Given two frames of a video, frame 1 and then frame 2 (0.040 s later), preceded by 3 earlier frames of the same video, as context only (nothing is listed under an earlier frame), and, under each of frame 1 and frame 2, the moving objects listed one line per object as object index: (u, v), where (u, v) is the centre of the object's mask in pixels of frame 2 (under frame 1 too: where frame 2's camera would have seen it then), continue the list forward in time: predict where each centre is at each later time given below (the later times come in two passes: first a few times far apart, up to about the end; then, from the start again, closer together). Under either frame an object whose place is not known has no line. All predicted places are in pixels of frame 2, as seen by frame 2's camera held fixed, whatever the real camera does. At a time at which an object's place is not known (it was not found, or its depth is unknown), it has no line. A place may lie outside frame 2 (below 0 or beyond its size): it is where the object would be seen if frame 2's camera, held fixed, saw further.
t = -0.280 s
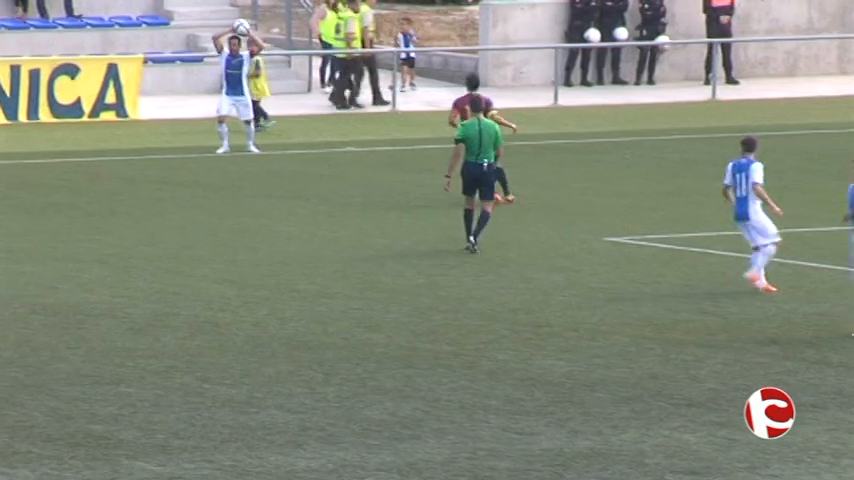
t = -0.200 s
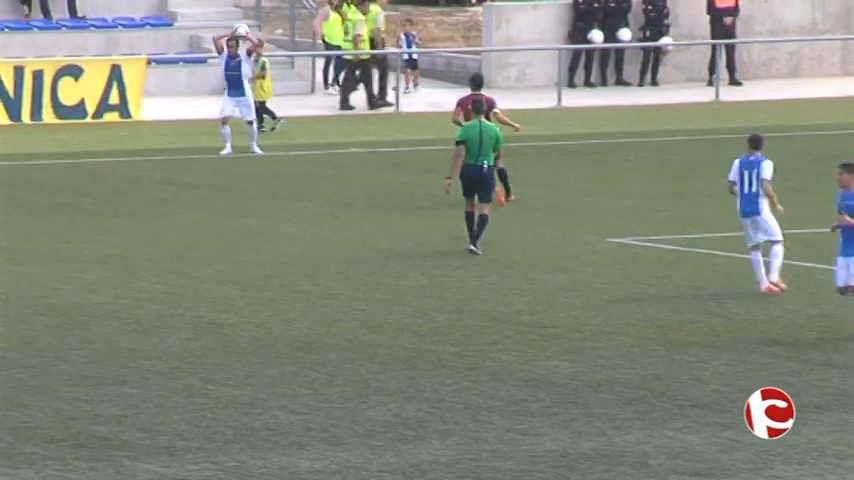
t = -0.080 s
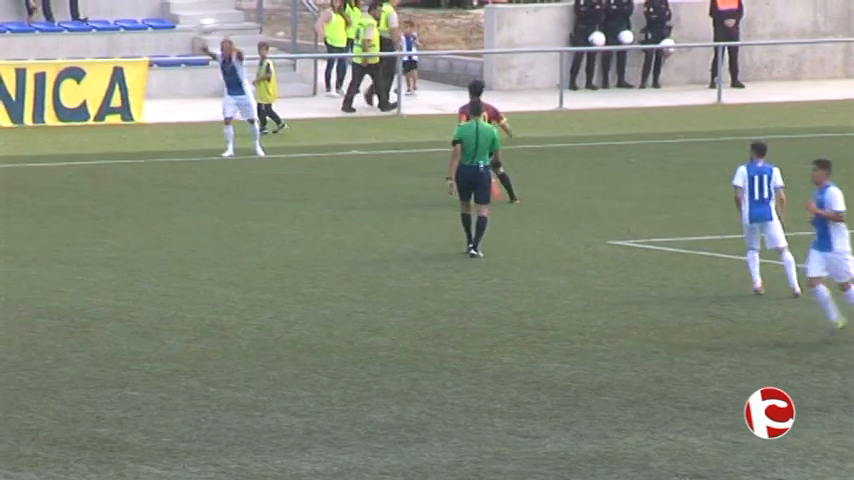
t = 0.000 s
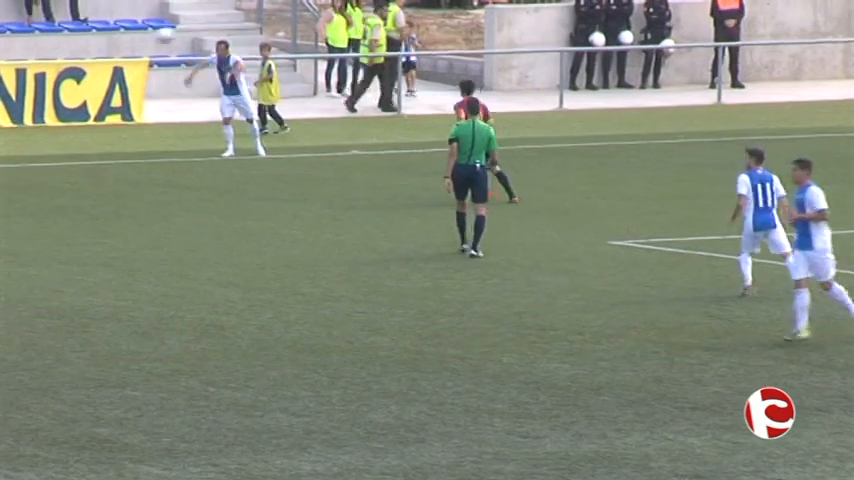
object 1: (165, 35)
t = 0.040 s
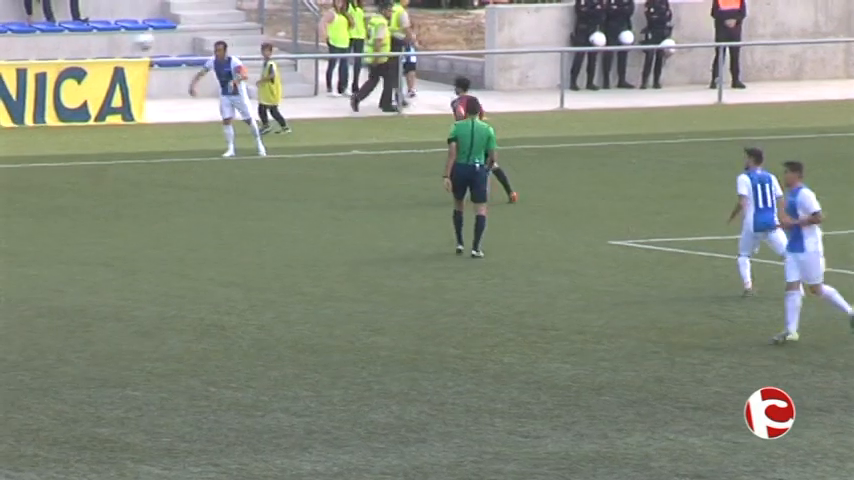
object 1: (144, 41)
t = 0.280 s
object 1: (14, 100)
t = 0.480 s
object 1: (-102, 183)
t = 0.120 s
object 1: (101, 57)
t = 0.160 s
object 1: (81, 66)
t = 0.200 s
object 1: (61, 77)
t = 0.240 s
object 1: (38, 88)
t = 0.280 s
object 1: (14, 100)
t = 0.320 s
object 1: (-9, 116)
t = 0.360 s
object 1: (-31, 130)
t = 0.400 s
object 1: (-54, 147)
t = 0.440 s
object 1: (-77, 165)
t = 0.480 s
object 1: (-102, 183)
